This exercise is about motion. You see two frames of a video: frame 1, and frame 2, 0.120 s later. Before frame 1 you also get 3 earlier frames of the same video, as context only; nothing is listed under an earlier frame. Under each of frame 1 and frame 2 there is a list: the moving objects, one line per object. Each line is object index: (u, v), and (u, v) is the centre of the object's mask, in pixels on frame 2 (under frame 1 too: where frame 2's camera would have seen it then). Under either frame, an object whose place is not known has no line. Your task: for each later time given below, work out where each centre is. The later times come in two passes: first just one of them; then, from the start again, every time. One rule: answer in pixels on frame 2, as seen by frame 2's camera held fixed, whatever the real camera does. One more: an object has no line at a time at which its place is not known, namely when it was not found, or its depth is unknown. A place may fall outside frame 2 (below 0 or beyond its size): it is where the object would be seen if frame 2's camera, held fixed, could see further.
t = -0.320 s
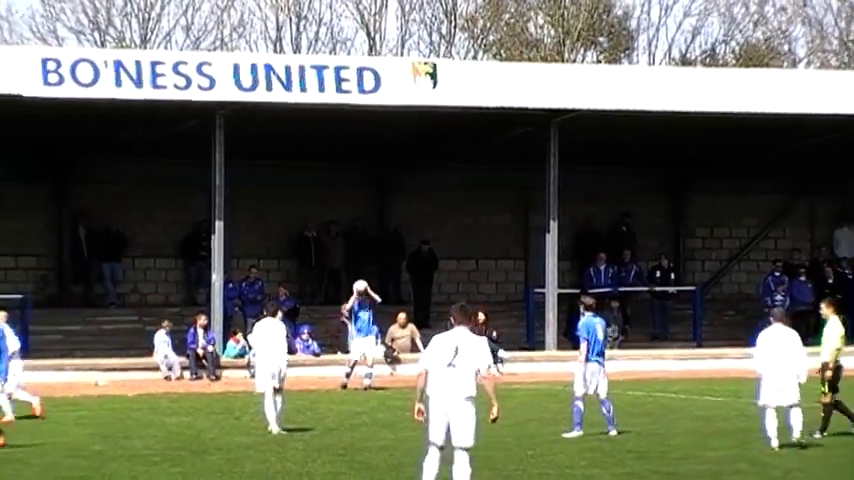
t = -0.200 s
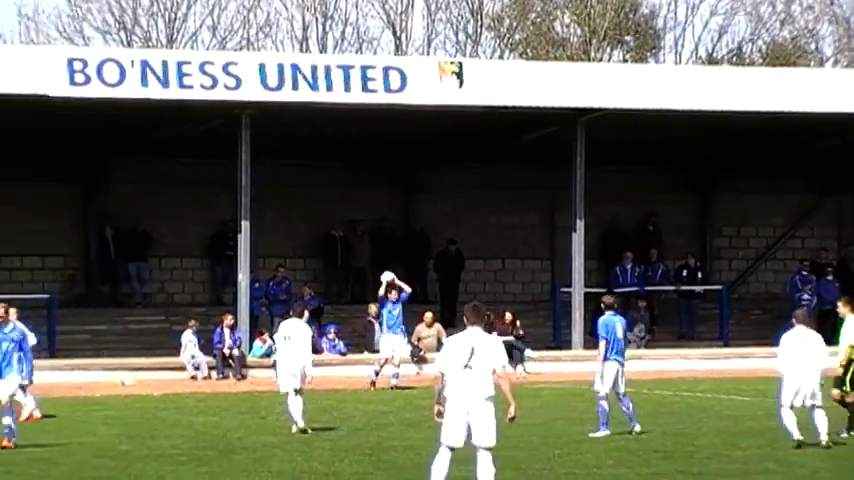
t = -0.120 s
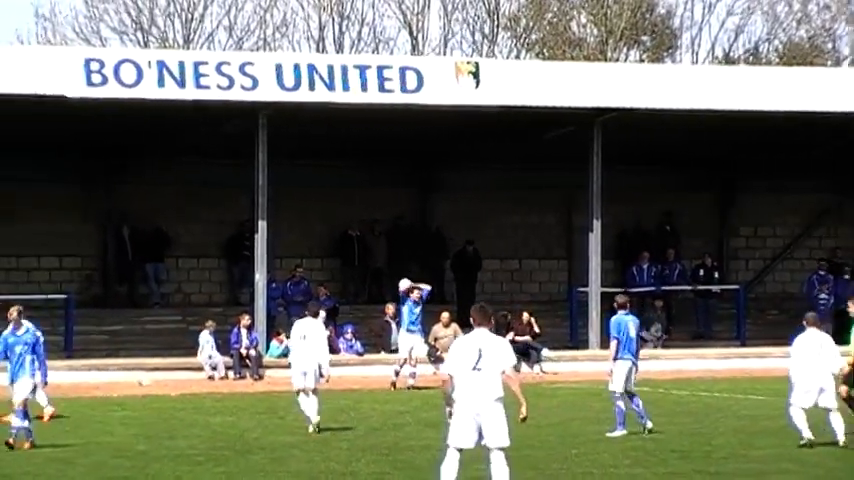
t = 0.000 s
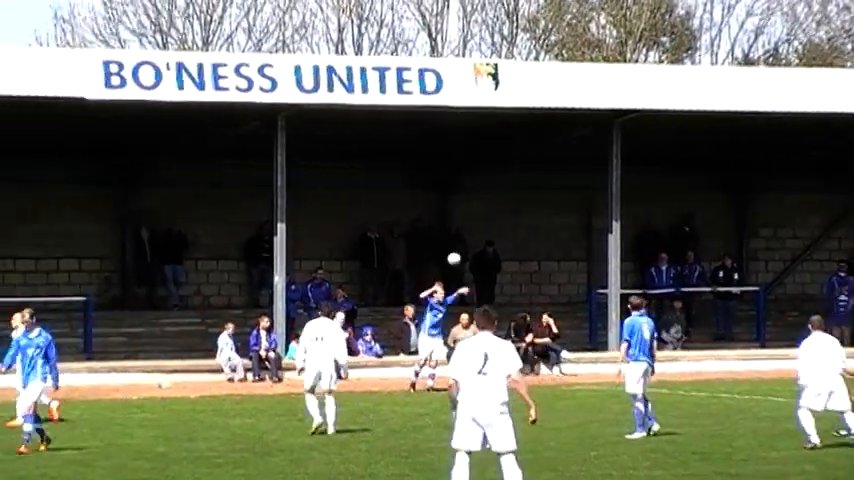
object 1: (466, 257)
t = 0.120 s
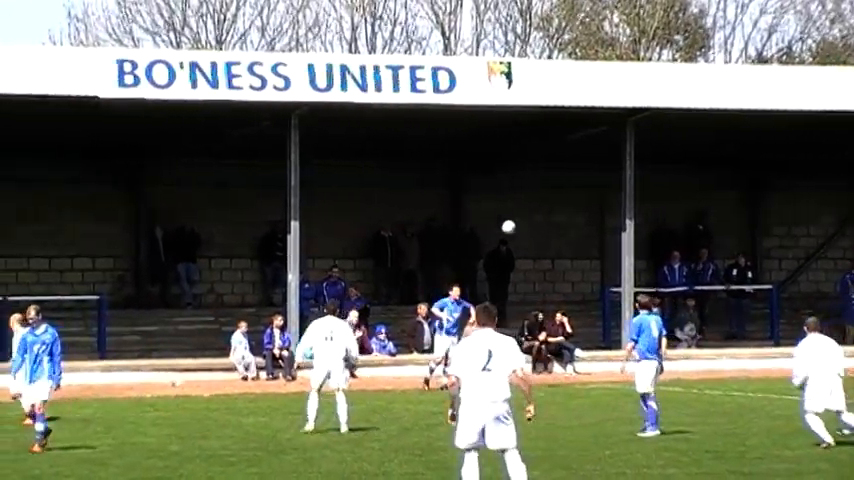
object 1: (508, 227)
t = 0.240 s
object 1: (550, 204)
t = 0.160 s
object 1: (522, 219)
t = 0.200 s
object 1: (536, 212)
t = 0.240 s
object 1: (550, 204)
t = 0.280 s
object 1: (563, 200)
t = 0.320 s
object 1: (576, 196)
